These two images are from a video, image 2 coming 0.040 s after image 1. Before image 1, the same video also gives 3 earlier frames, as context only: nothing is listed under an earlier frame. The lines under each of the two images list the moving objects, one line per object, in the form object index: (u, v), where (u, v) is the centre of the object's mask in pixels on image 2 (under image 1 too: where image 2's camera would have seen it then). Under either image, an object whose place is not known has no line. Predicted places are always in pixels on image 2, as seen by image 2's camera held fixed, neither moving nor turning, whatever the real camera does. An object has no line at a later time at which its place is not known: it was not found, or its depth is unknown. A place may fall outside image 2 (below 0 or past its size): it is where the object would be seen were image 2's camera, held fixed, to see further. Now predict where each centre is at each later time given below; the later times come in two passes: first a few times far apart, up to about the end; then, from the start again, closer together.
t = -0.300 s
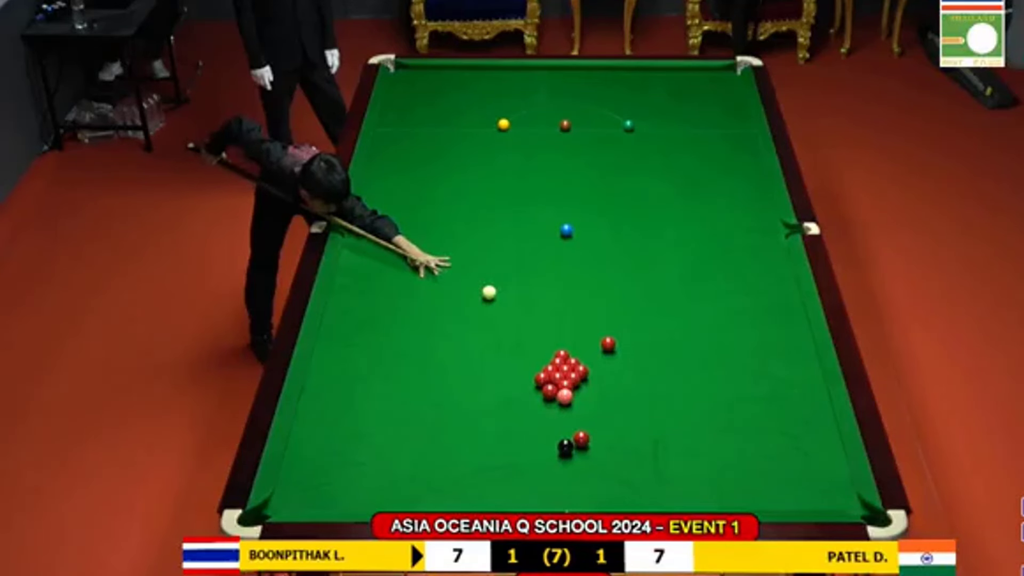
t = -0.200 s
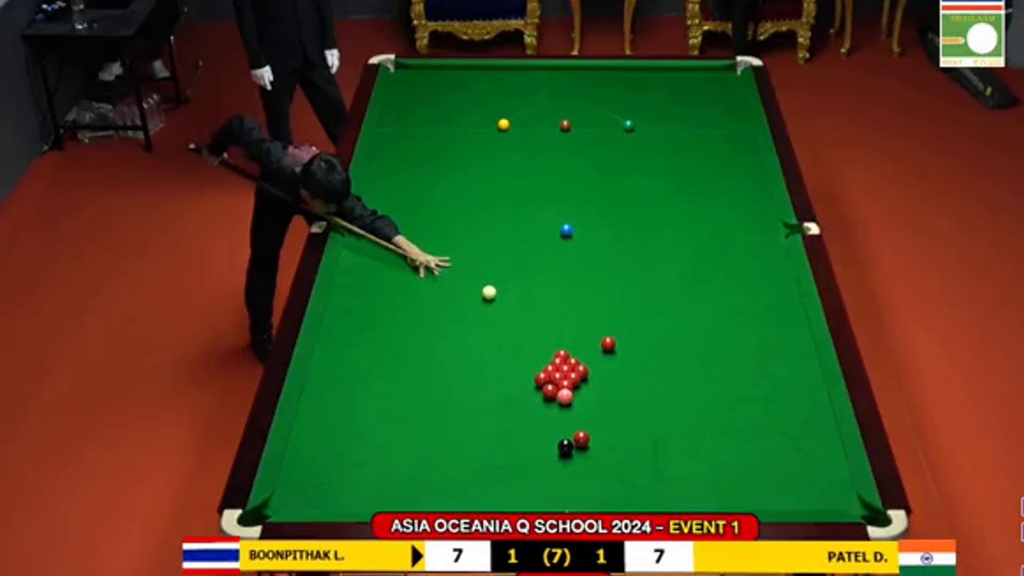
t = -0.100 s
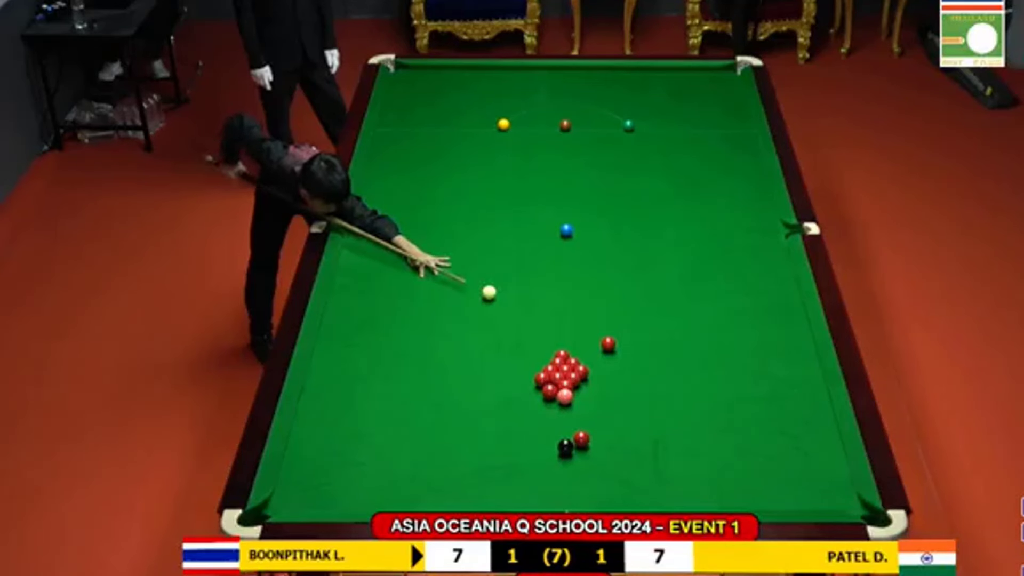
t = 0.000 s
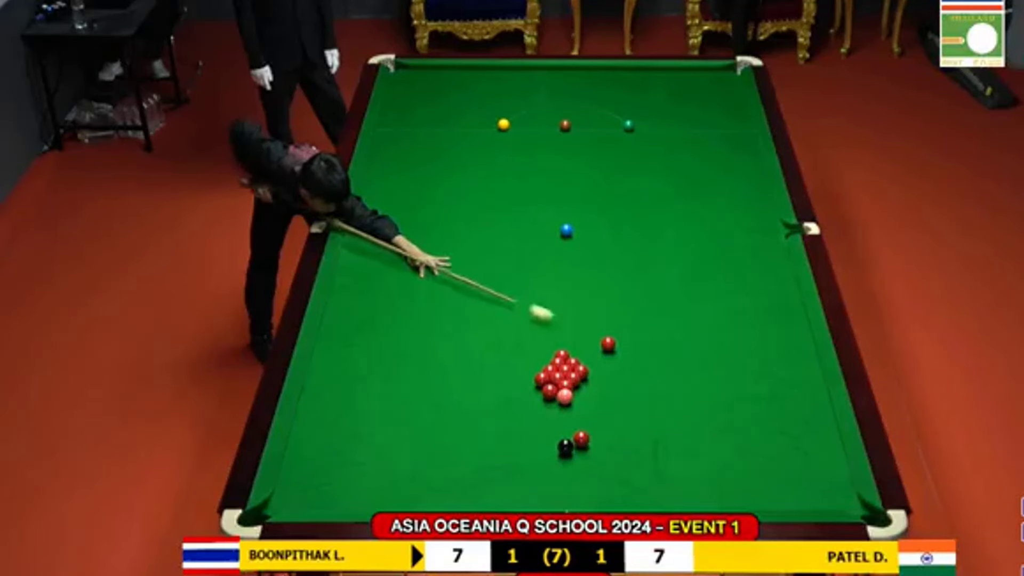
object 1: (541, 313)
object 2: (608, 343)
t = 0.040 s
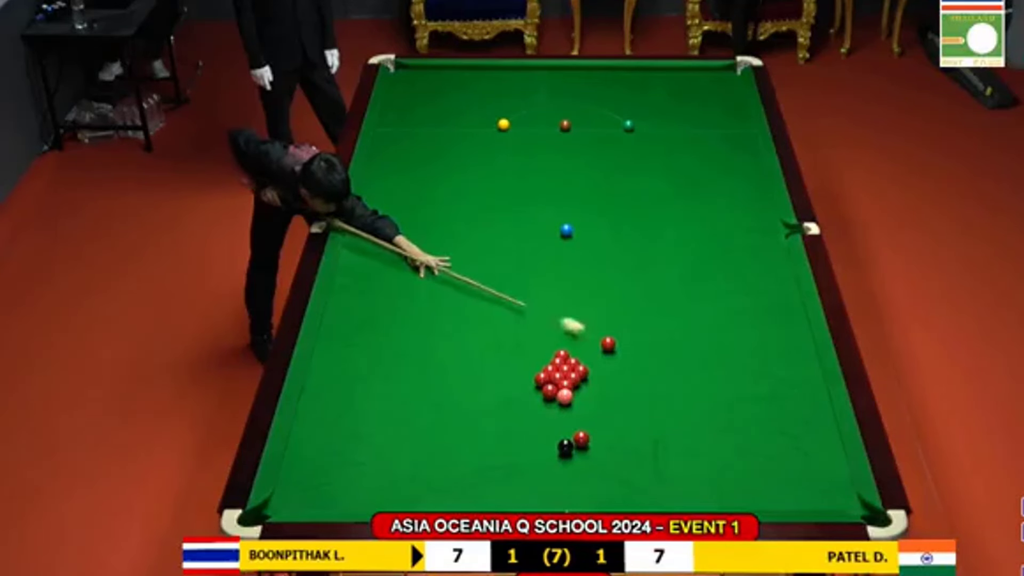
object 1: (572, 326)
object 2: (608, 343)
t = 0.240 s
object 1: (620, 330)
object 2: (713, 410)
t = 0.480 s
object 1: (646, 321)
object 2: (843, 504)
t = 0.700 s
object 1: (668, 312)
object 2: (816, 448)
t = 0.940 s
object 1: (690, 304)
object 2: (800, 396)
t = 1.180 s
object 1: (712, 296)
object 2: (786, 352)
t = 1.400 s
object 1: (730, 289)
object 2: (775, 315)
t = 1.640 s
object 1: (748, 282)
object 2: (764, 279)
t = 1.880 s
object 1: (765, 276)
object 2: (754, 246)
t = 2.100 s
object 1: (780, 270)
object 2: (745, 219)
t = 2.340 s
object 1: (781, 264)
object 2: (736, 192)
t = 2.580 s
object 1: (770, 258)
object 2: (728, 168)
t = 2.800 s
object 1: (761, 252)
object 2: (722, 147)
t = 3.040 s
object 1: (752, 247)
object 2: (715, 126)
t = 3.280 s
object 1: (744, 243)
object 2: (708, 107)
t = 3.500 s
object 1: (738, 239)
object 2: (703, 91)
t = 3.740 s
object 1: (733, 236)
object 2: (697, 74)
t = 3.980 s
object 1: (728, 232)
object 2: (697, 76)
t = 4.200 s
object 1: (724, 230)
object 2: (698, 86)
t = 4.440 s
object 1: (721, 228)
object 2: (699, 96)
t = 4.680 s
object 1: (718, 227)
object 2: (701, 106)
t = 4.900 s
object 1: (717, 226)
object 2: (702, 115)
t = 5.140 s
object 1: (716, 225)
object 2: (704, 126)
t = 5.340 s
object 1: (716, 225)
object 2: (705, 134)
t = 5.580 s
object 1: (716, 225)
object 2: (707, 143)
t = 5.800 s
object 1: (716, 225)
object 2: (708, 152)
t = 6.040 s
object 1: (716, 225)
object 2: (710, 162)
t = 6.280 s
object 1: (716, 225)
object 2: (712, 171)
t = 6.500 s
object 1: (716, 225)
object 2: (714, 179)
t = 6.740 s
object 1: (716, 225)
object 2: (716, 187)
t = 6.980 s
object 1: (716, 225)
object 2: (718, 196)
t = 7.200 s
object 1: (716, 225)
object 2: (721, 203)
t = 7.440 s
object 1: (716, 225)
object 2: (723, 211)
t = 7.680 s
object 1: (716, 225)
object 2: (725, 217)
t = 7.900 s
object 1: (715, 225)
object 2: (729, 224)
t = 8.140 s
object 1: (713, 226)
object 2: (735, 229)
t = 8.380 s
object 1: (711, 227)
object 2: (740, 234)
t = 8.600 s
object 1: (711, 227)
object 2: (745, 237)
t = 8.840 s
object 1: (711, 228)
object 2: (749, 241)
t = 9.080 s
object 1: (711, 228)
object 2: (754, 244)
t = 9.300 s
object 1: (711, 228)
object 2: (757, 246)
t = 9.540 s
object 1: (711, 228)
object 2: (760, 249)
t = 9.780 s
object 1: (711, 228)
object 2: (763, 250)
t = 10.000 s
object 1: (711, 228)
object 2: (764, 251)
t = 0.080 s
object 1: (599, 337)
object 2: (612, 345)
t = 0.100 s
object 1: (602, 336)
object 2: (626, 353)
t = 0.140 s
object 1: (608, 334)
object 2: (650, 370)
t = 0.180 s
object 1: (614, 333)
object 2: (675, 385)
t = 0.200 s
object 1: (616, 332)
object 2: (688, 393)
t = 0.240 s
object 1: (620, 330)
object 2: (713, 410)
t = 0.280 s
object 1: (625, 328)
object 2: (739, 425)
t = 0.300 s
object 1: (627, 328)
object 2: (753, 434)
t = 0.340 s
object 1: (631, 326)
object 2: (779, 450)
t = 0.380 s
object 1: (636, 324)
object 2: (804, 466)
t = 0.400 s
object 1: (638, 324)
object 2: (817, 474)
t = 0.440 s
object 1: (642, 322)
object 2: (843, 490)
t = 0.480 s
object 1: (646, 321)
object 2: (843, 504)
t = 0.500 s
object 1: (648, 320)
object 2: (840, 504)
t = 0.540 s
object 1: (652, 318)
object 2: (833, 493)
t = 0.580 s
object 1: (656, 317)
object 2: (828, 480)
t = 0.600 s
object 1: (658, 316)
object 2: (826, 475)
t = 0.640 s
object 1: (662, 315)
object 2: (822, 463)
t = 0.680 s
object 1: (666, 313)
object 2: (818, 453)
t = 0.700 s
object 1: (668, 312)
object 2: (816, 448)
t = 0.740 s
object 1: (672, 311)
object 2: (813, 439)
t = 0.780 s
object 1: (676, 309)
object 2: (810, 430)
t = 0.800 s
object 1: (678, 309)
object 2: (809, 426)
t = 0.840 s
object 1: (682, 307)
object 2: (806, 417)
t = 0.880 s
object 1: (685, 306)
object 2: (804, 409)
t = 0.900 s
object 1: (687, 305)
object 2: (803, 405)
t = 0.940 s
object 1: (690, 304)
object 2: (800, 396)
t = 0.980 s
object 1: (694, 303)
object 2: (798, 389)
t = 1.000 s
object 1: (696, 302)
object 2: (797, 385)
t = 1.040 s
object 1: (700, 300)
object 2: (794, 377)
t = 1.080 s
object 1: (703, 299)
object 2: (792, 370)
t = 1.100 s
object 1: (705, 298)
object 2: (791, 366)
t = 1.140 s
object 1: (708, 297)
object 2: (788, 359)
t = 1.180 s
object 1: (712, 296)
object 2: (786, 352)
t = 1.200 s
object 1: (714, 295)
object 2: (785, 348)
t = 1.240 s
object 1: (717, 294)
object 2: (783, 341)
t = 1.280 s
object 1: (720, 293)
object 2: (781, 334)
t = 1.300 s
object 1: (722, 292)
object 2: (780, 331)
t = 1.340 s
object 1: (725, 291)
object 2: (778, 325)
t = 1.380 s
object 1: (728, 290)
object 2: (776, 318)
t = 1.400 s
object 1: (730, 289)
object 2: (775, 315)
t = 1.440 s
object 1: (733, 288)
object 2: (773, 309)
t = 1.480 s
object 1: (736, 287)
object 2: (771, 302)
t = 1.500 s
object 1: (738, 286)
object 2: (770, 299)
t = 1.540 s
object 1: (741, 285)
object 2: (769, 293)
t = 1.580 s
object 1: (744, 284)
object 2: (767, 288)
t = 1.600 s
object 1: (745, 283)
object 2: (766, 284)
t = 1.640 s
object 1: (748, 282)
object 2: (764, 279)
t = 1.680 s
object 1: (751, 281)
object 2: (762, 272)
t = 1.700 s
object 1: (752, 281)
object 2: (761, 270)
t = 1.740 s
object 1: (755, 280)
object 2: (759, 264)
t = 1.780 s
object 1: (758, 279)
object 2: (758, 259)
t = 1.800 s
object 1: (760, 278)
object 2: (757, 257)
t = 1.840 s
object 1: (762, 277)
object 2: (755, 251)
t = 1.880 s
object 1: (765, 276)
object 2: (754, 246)
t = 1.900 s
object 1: (766, 275)
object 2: (753, 244)
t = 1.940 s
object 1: (769, 274)
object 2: (751, 239)
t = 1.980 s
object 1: (772, 273)
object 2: (749, 234)
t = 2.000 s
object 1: (773, 273)
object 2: (748, 231)
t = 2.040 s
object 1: (776, 272)
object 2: (747, 226)
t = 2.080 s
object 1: (779, 271)
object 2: (745, 222)
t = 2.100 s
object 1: (780, 270)
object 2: (745, 219)
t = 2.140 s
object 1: (782, 269)
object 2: (743, 214)
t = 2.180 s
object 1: (784, 269)
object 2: (742, 210)
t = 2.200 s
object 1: (786, 268)
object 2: (741, 208)
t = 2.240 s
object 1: (785, 267)
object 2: (740, 204)
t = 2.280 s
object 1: (783, 266)
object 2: (738, 199)
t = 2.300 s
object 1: (782, 265)
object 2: (737, 197)
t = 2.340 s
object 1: (781, 264)
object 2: (736, 192)
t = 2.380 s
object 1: (779, 263)
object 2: (734, 188)
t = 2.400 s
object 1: (778, 263)
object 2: (734, 186)
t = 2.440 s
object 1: (776, 261)
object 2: (733, 181)
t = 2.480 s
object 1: (774, 260)
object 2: (731, 177)
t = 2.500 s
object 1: (773, 260)
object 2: (731, 176)
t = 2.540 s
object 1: (771, 259)
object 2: (729, 171)
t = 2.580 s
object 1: (770, 258)
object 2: (728, 168)
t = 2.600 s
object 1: (769, 257)
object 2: (727, 166)
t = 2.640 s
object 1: (767, 256)
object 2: (726, 162)
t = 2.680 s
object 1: (765, 255)
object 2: (725, 158)
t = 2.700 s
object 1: (765, 255)
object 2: (725, 156)
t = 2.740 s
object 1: (763, 254)
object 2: (723, 152)
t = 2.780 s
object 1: (762, 253)
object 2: (722, 149)
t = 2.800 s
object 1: (761, 252)
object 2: (722, 147)
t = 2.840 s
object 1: (759, 252)
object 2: (720, 144)
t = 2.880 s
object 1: (758, 251)
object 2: (719, 140)
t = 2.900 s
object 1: (757, 251)
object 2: (718, 138)
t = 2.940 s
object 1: (755, 249)
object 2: (717, 134)
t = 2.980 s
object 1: (754, 249)
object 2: (716, 131)
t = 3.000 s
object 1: (753, 248)
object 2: (715, 129)
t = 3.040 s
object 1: (752, 247)
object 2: (715, 126)
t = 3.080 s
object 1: (751, 247)
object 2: (713, 123)
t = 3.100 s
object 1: (750, 246)
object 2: (713, 122)
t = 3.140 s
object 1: (749, 245)
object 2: (712, 118)
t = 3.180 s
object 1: (747, 245)
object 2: (711, 115)
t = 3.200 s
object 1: (747, 245)
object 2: (710, 113)
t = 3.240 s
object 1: (745, 244)
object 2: (709, 110)
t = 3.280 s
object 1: (744, 243)
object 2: (708, 107)
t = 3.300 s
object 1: (743, 243)
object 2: (708, 106)
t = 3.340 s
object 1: (743, 242)
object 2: (707, 102)
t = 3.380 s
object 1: (741, 241)
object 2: (706, 99)
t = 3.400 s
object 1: (741, 241)
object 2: (705, 98)
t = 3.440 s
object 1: (740, 240)
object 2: (704, 95)
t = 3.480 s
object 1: (739, 240)
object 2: (703, 92)
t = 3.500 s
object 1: (738, 239)
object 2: (703, 91)
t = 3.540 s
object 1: (737, 239)
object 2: (702, 88)
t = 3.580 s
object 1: (736, 238)
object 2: (701, 85)
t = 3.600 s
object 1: (736, 238)
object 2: (701, 84)
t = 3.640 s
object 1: (735, 237)
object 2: (699, 81)
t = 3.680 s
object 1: (734, 236)
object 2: (698, 78)
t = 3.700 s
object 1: (734, 236)
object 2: (698, 77)
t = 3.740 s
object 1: (733, 236)
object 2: (697, 74)
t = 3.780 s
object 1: (732, 235)
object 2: (696, 71)
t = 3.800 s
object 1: (732, 235)
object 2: (696, 70)
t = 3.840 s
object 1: (731, 234)
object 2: (696, 70)
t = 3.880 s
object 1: (730, 234)
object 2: (696, 72)
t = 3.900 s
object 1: (729, 233)
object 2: (696, 73)
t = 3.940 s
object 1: (729, 233)
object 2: (697, 75)
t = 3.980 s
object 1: (728, 232)
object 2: (697, 76)
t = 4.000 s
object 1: (727, 232)
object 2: (697, 77)
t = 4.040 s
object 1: (727, 232)
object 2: (697, 79)
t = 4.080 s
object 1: (726, 231)
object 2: (697, 81)
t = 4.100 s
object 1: (726, 231)
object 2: (697, 81)
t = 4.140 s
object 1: (725, 231)
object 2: (698, 83)
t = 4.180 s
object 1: (724, 230)
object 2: (698, 85)
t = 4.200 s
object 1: (724, 230)
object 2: (698, 86)
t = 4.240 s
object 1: (723, 230)
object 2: (698, 87)
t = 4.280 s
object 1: (723, 230)
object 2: (698, 89)
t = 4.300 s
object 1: (723, 229)
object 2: (698, 90)
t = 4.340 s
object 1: (722, 229)
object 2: (699, 92)
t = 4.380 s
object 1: (722, 229)
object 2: (699, 93)
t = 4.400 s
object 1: (721, 228)
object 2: (699, 94)
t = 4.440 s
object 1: (721, 228)
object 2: (699, 96)
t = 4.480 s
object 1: (720, 228)
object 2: (700, 98)
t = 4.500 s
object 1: (720, 228)
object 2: (700, 98)
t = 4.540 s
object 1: (719, 227)
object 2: (700, 100)
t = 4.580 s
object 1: (719, 227)
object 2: (700, 101)
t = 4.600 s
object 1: (719, 227)
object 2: (700, 103)
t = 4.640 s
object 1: (719, 227)
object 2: (700, 104)
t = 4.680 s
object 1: (718, 227)
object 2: (701, 106)
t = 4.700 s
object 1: (718, 227)
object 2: (701, 107)
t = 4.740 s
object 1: (718, 226)
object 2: (701, 108)
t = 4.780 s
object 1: (718, 226)
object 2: (702, 111)
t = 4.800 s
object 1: (717, 226)
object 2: (702, 111)
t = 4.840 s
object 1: (717, 226)
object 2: (702, 113)
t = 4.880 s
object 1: (717, 226)
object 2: (702, 114)
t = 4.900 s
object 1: (717, 226)
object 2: (702, 115)
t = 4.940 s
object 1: (717, 226)
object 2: (703, 117)
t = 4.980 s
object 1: (717, 225)
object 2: (703, 119)
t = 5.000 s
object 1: (717, 225)
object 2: (703, 119)
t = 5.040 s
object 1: (716, 225)
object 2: (703, 121)
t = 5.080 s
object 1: (716, 225)
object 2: (703, 123)
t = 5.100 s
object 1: (716, 225)
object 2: (703, 124)
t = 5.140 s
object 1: (716, 225)
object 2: (704, 126)
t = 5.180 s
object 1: (716, 225)
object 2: (704, 127)
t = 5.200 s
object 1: (716, 225)
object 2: (704, 128)
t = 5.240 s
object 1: (716, 225)
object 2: (704, 130)
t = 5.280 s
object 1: (716, 225)
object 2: (705, 131)
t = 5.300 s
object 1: (716, 225)
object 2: (705, 132)
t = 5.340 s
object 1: (716, 225)
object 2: (705, 134)
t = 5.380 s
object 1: (716, 225)
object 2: (705, 135)
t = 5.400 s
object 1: (716, 225)
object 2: (705, 136)
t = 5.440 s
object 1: (716, 225)
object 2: (706, 138)
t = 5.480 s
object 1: (716, 225)
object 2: (706, 139)
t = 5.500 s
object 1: (716, 225)
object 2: (706, 140)
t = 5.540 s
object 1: (716, 225)
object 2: (706, 142)
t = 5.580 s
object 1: (716, 225)
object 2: (707, 143)
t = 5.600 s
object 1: (716, 225)
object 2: (707, 144)
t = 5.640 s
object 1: (716, 225)
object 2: (707, 145)
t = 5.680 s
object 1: (716, 225)
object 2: (707, 147)
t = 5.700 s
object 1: (716, 225)
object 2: (707, 148)
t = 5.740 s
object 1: (716, 225)
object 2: (707, 150)
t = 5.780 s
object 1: (716, 225)
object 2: (708, 151)
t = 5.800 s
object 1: (716, 225)
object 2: (708, 152)
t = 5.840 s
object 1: (716, 225)
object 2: (708, 154)
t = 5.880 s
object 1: (716, 225)
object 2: (709, 155)
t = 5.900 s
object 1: (716, 225)
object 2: (709, 156)
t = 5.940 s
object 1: (716, 225)
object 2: (709, 158)
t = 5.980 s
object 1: (716, 225)
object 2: (710, 159)
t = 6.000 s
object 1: (716, 225)
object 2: (710, 160)
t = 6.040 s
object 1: (716, 225)
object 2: (710, 162)
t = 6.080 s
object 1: (716, 225)
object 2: (710, 163)
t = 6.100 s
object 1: (716, 225)
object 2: (710, 164)
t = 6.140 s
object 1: (716, 225)
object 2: (711, 165)
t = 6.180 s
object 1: (716, 225)
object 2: (711, 167)
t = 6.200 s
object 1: (716, 225)
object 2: (712, 168)
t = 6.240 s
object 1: (716, 225)
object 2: (712, 169)
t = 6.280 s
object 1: (716, 225)
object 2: (712, 171)
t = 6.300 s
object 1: (716, 225)
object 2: (712, 171)
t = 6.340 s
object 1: (716, 225)
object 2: (713, 173)
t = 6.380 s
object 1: (716, 225)
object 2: (713, 174)
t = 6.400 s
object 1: (716, 225)
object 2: (713, 175)
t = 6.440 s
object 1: (716, 225)
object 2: (714, 177)
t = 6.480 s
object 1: (716, 225)
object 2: (714, 178)
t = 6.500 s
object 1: (716, 225)
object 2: (714, 179)
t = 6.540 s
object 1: (716, 225)
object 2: (714, 180)
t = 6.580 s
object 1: (716, 225)
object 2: (715, 181)
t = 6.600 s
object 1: (716, 225)
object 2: (715, 182)
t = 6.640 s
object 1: (716, 225)
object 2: (716, 184)
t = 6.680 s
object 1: (716, 225)
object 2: (716, 185)
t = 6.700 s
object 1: (716, 225)
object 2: (716, 186)
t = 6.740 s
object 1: (716, 225)
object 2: (716, 187)
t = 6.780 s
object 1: (716, 225)
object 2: (717, 189)
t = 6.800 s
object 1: (716, 225)
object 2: (717, 190)
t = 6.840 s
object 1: (716, 225)
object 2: (717, 191)
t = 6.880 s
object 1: (716, 225)
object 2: (717, 192)
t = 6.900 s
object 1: (716, 225)
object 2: (717, 193)
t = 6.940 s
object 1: (716, 225)
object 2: (718, 195)
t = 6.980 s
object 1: (716, 225)
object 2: (718, 196)
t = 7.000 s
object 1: (716, 225)
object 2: (718, 197)
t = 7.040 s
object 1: (716, 225)
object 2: (719, 198)
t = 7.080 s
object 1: (716, 225)
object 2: (719, 199)
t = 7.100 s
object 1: (716, 225)
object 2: (719, 200)
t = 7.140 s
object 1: (716, 225)
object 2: (720, 201)
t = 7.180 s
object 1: (716, 225)
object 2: (720, 203)
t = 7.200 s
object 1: (716, 225)
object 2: (721, 203)
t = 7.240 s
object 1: (716, 225)
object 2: (721, 204)
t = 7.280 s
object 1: (716, 225)
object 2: (721, 205)
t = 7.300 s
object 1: (716, 225)
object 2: (721, 206)
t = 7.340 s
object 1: (716, 225)
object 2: (722, 207)
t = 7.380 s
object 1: (716, 225)
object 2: (722, 209)
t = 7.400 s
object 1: (716, 225)
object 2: (722, 209)
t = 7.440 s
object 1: (716, 225)
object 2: (723, 211)
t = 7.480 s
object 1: (716, 225)
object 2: (723, 212)
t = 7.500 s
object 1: (716, 225)
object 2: (723, 212)
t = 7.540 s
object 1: (716, 225)
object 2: (724, 213)
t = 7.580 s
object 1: (716, 225)
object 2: (724, 214)
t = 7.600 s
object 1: (716, 225)
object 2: (724, 215)
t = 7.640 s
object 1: (716, 225)
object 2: (725, 216)
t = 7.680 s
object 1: (716, 225)
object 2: (725, 217)
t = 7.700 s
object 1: (716, 225)
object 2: (725, 217)
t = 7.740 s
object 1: (716, 225)
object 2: (726, 219)
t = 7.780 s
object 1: (716, 225)
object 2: (726, 220)
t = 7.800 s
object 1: (716, 225)
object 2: (727, 221)
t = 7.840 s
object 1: (715, 225)
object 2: (727, 222)
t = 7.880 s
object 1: (715, 225)
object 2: (728, 223)
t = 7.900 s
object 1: (715, 225)
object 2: (729, 224)
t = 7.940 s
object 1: (714, 225)
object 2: (730, 224)
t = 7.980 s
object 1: (714, 225)
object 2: (730, 225)
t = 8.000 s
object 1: (714, 226)
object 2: (731, 226)
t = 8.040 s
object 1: (713, 226)
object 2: (732, 227)
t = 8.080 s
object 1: (713, 226)
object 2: (732, 227)
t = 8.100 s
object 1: (713, 226)
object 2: (734, 228)
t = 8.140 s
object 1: (713, 226)
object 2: (735, 229)
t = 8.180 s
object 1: (712, 226)
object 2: (736, 230)
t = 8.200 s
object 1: (712, 226)
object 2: (736, 230)
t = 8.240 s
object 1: (712, 227)
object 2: (737, 231)
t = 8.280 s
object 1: (712, 227)
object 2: (738, 232)
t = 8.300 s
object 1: (712, 227)
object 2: (738, 232)
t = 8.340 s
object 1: (711, 227)
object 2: (739, 233)
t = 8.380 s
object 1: (711, 227)
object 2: (740, 234)
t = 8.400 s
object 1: (711, 227)
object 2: (741, 234)
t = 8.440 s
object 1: (711, 227)
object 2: (741, 235)
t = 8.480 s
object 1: (711, 227)
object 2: (742, 235)
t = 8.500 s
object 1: (711, 227)
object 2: (743, 236)
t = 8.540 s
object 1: (711, 227)
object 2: (744, 237)
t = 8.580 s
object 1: (711, 227)
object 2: (745, 237)
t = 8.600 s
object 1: (711, 227)
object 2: (745, 237)
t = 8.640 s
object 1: (711, 227)
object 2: (746, 238)
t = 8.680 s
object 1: (711, 228)
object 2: (747, 239)
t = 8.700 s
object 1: (711, 228)
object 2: (747, 239)
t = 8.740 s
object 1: (711, 228)
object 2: (747, 239)
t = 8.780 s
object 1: (711, 228)
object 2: (748, 240)
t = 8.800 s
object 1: (711, 228)
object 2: (749, 240)
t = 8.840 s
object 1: (711, 228)
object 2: (749, 241)
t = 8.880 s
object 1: (711, 228)
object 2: (750, 242)
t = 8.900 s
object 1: (711, 228)
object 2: (751, 242)
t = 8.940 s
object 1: (711, 228)
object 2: (751, 243)
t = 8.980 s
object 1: (711, 228)
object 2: (752, 243)
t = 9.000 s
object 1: (711, 228)
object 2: (752, 243)
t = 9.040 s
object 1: (711, 228)
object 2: (753, 244)
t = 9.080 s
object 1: (711, 228)
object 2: (754, 244)
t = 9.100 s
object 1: (711, 228)
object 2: (754, 244)
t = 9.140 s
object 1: (711, 228)
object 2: (754, 245)
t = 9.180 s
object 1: (711, 228)
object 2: (755, 245)
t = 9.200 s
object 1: (711, 228)
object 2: (755, 245)
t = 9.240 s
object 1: (711, 228)
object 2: (756, 245)
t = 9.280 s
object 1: (711, 228)
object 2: (757, 246)
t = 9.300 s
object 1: (711, 228)
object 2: (757, 246)
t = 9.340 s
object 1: (711, 228)
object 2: (758, 247)
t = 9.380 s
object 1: (711, 228)
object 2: (758, 247)
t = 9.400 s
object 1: (711, 228)
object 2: (758, 247)
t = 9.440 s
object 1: (711, 228)
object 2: (759, 248)
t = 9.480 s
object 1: (711, 228)
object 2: (759, 248)
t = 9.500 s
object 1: (711, 228)
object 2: (759, 248)
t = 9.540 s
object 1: (711, 228)
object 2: (760, 249)
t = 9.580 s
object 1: (711, 228)
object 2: (760, 249)
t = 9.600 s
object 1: (711, 228)
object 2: (761, 249)
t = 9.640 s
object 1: (711, 228)
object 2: (761, 249)
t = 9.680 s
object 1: (711, 228)
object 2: (761, 250)
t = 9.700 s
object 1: (711, 228)
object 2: (762, 250)
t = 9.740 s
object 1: (711, 228)
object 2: (762, 250)
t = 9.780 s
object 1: (711, 228)
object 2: (763, 250)
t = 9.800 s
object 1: (711, 228)
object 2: (763, 250)
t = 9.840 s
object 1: (711, 228)
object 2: (763, 250)
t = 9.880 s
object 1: (711, 228)
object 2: (763, 251)
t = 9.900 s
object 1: (711, 228)
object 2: (763, 251)
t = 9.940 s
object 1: (711, 228)
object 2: (764, 251)
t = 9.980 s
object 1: (711, 228)
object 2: (764, 251)
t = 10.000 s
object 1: (711, 228)
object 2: (764, 251)
